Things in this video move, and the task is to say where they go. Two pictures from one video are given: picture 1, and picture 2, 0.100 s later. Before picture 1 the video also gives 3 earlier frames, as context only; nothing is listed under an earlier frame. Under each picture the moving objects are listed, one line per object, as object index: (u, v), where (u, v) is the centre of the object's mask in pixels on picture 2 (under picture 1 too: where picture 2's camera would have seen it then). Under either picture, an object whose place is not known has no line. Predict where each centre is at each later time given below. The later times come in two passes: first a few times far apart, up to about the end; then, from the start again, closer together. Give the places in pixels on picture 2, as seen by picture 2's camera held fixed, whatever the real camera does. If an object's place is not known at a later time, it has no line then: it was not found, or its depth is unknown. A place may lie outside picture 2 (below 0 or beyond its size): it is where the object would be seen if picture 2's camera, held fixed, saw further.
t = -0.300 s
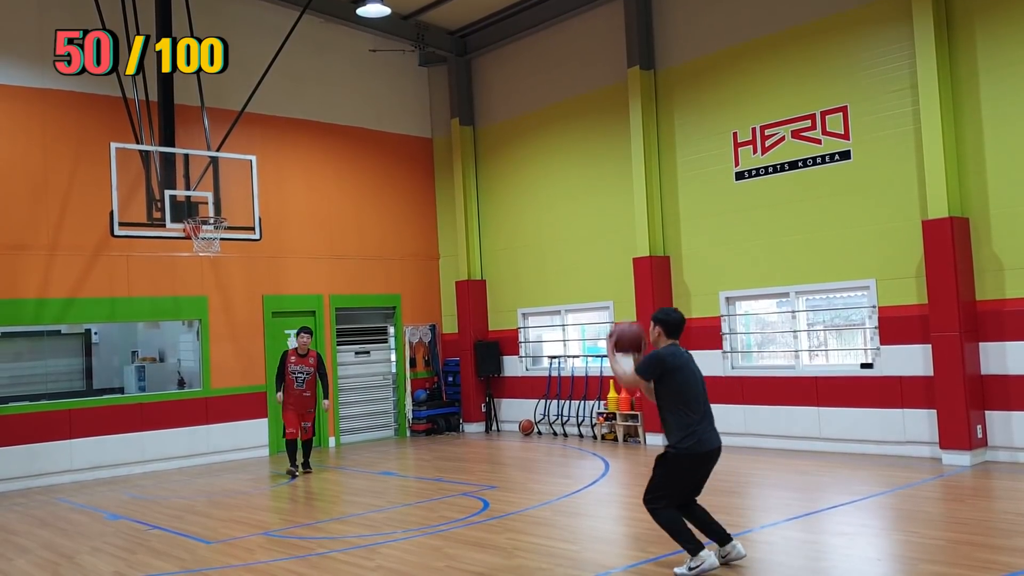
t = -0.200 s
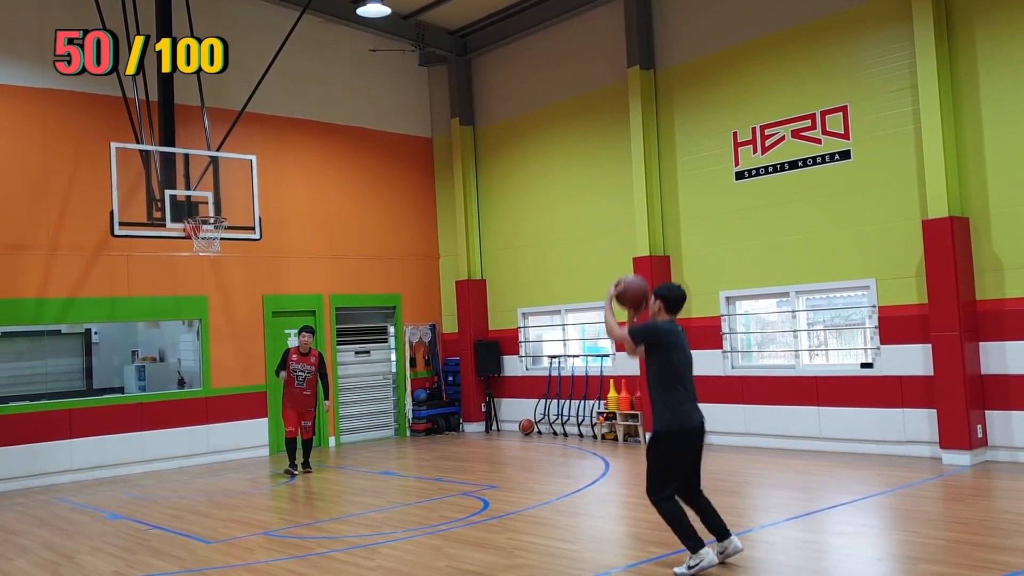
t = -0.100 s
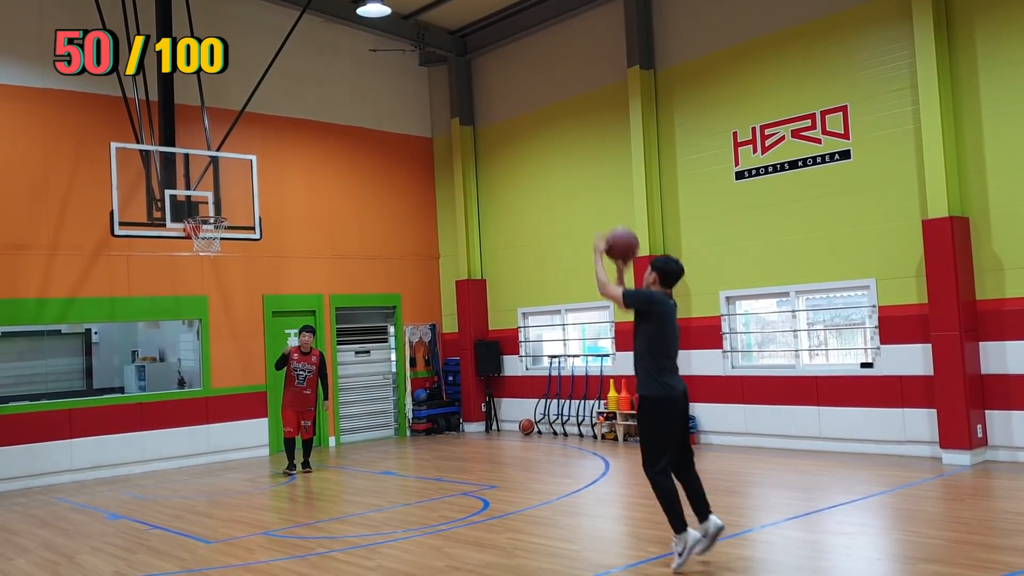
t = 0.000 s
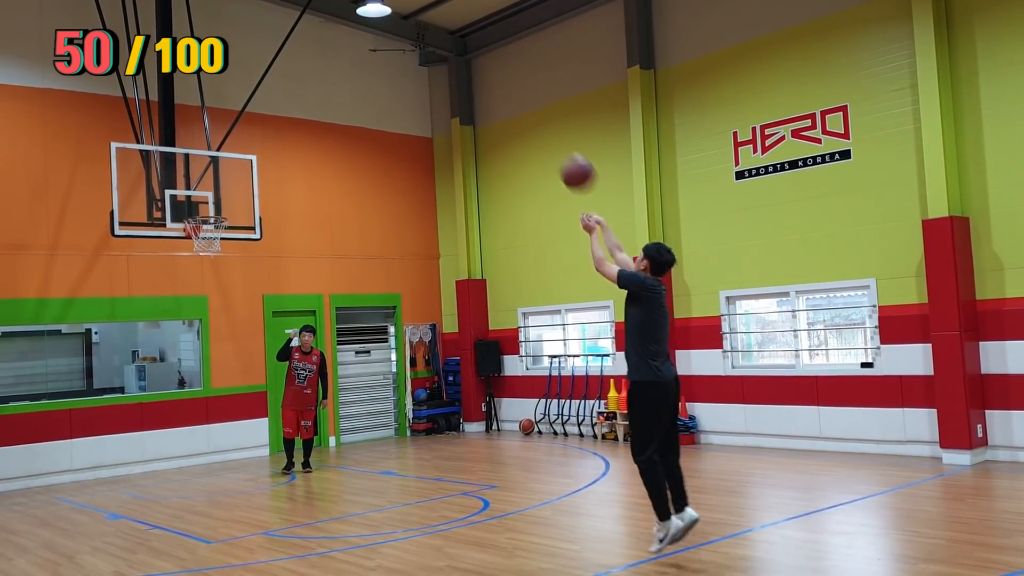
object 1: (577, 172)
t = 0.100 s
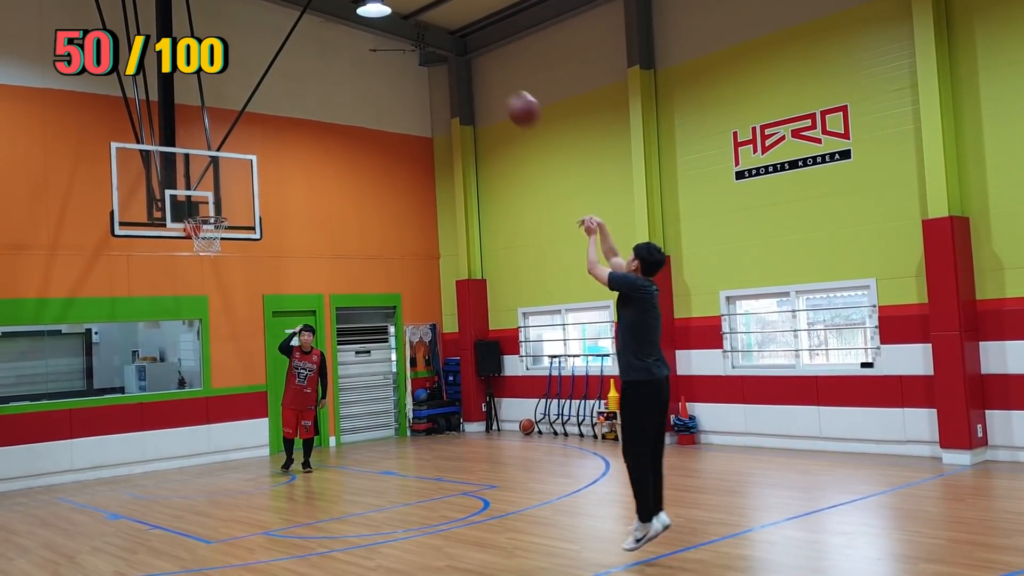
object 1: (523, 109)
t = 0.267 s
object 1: (448, 43)
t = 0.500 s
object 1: (361, 16)
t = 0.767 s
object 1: (289, 52)
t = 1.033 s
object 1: (232, 140)
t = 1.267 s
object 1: (210, 242)
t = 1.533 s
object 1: (227, 267)
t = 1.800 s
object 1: (245, 353)
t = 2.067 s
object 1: (261, 463)
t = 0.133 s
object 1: (507, 93)
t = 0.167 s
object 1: (490, 77)
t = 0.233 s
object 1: (461, 53)
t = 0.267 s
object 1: (448, 43)
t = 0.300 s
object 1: (435, 36)
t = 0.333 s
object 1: (421, 29)
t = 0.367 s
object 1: (409, 24)
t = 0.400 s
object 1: (398, 21)
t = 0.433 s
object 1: (386, 18)
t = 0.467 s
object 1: (373, 17)
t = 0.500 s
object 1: (361, 16)
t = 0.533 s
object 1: (351, 17)
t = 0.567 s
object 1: (342, 19)
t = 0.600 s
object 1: (332, 22)
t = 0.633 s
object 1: (324, 27)
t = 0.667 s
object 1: (314, 31)
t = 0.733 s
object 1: (297, 44)
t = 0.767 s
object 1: (289, 52)
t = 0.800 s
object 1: (281, 61)
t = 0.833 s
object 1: (273, 70)
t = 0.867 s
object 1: (266, 79)
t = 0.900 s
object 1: (259, 90)
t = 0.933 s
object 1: (252, 102)
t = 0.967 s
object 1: (246, 114)
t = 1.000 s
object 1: (239, 126)
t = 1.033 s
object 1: (232, 140)
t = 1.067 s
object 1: (226, 155)
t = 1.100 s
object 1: (220, 170)
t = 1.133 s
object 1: (214, 186)
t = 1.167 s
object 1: (208, 202)
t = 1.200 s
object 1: (202, 220)
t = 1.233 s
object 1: (205, 228)
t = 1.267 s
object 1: (210, 242)
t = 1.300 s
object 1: (214, 244)
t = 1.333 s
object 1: (216, 245)
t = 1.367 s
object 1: (217, 246)
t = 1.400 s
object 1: (220, 249)
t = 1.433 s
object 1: (221, 252)
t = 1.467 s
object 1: (223, 256)
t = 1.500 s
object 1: (226, 261)
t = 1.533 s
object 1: (227, 267)
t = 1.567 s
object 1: (230, 274)
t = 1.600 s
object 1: (232, 283)
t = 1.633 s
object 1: (234, 292)
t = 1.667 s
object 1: (236, 302)
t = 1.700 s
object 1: (238, 313)
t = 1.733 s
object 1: (241, 325)
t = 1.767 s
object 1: (243, 339)
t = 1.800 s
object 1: (245, 353)
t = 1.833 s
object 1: (248, 369)
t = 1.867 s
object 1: (251, 387)
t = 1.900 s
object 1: (253, 403)
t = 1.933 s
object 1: (256, 423)
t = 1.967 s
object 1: (259, 444)
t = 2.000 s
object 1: (262, 466)
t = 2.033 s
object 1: (263, 479)
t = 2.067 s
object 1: (261, 463)
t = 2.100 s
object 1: (260, 447)
